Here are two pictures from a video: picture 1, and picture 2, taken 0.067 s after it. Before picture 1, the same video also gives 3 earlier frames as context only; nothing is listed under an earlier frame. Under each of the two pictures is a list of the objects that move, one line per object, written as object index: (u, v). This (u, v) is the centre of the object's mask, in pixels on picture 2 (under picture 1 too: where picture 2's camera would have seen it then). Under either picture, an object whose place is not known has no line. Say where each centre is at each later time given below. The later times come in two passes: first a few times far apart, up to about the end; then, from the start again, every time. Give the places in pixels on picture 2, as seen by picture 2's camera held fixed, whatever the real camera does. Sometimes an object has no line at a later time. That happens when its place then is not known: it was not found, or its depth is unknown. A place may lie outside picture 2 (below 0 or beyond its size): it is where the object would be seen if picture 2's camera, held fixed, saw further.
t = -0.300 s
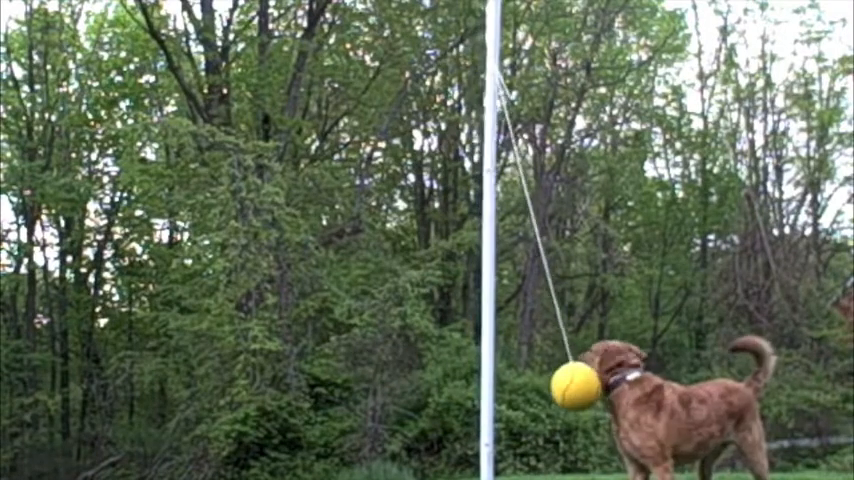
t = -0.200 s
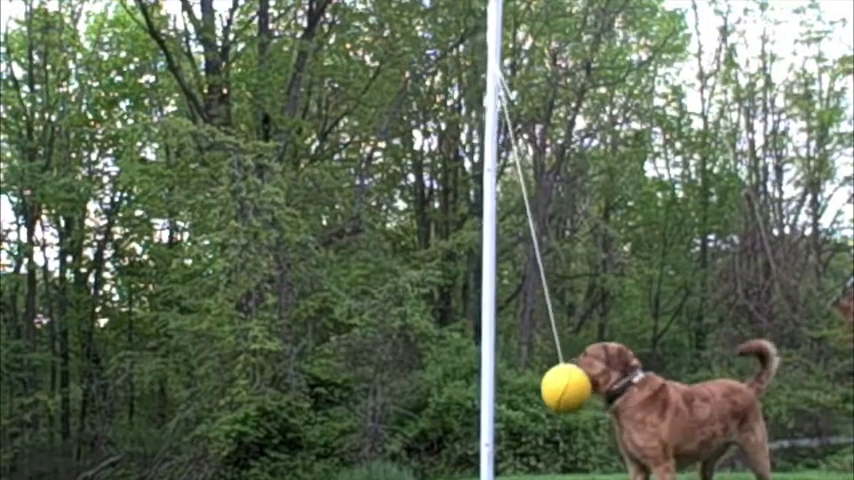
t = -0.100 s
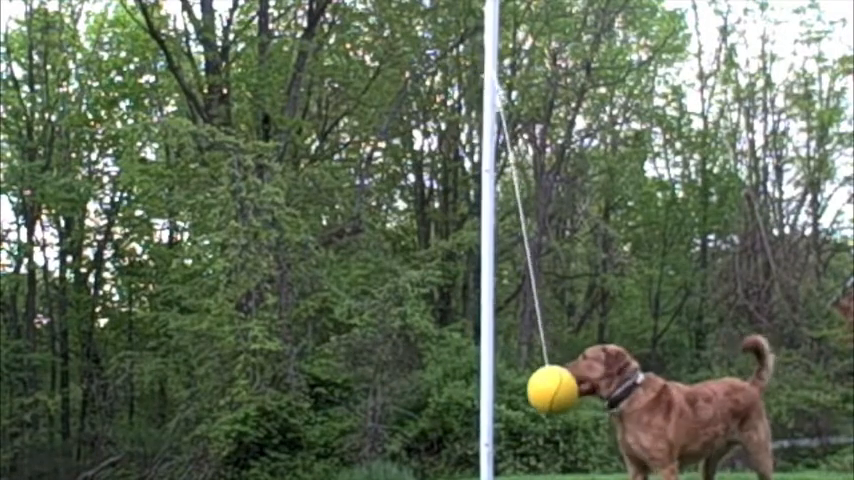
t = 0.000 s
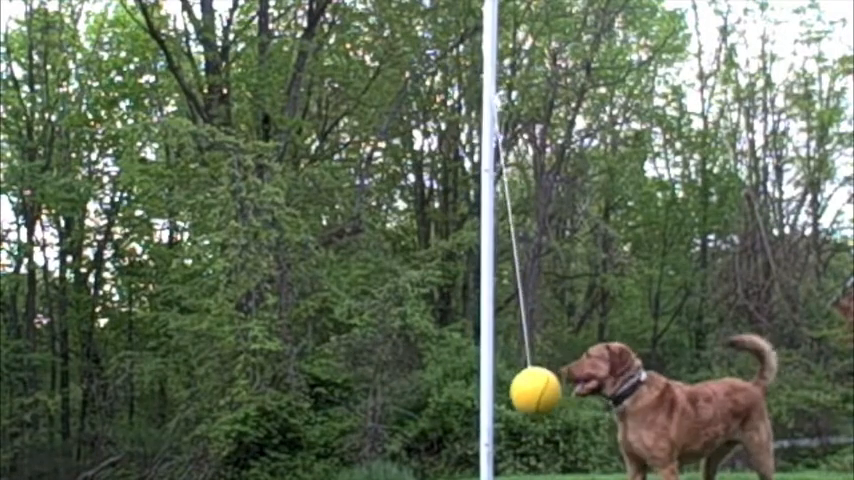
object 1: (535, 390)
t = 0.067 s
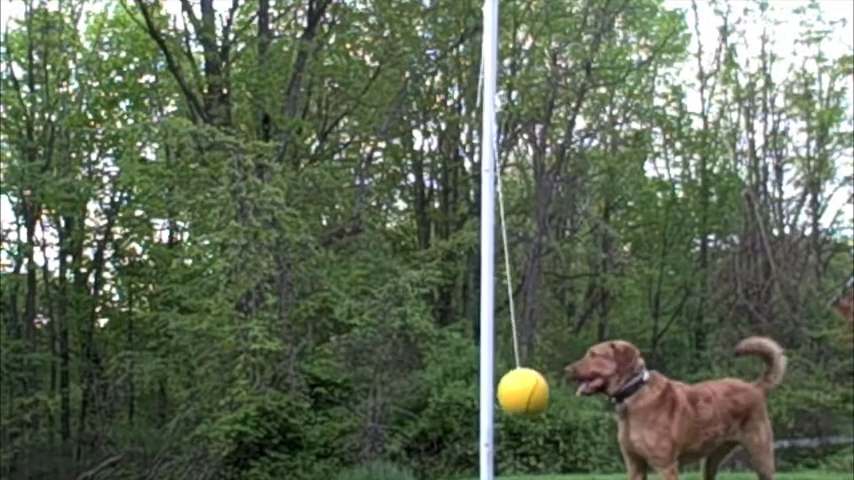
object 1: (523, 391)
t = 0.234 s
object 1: (489, 395)
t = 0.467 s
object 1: (449, 394)
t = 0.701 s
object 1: (429, 393)
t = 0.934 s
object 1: (435, 395)
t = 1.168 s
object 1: (459, 398)
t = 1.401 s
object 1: (465, 396)
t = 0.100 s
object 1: (517, 391)
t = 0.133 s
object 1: (510, 392)
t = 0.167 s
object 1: (503, 393)
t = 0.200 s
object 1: (497, 394)
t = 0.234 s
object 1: (489, 395)
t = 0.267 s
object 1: (482, 394)
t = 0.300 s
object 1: (476, 394)
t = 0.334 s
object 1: (470, 394)
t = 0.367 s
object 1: (465, 393)
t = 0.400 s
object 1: (458, 394)
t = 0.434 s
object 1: (454, 394)
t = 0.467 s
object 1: (449, 394)
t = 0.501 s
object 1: (445, 393)
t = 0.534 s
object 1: (441, 393)
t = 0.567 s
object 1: (438, 393)
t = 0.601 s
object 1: (434, 393)
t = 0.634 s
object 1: (433, 393)
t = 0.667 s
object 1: (431, 393)
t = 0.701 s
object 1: (429, 393)
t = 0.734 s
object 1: (428, 393)
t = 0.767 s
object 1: (428, 393)
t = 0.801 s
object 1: (428, 393)
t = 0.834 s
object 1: (429, 393)
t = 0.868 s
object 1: (430, 394)
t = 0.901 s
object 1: (433, 394)
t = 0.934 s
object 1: (435, 395)
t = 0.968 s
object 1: (438, 395)
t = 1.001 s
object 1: (441, 397)
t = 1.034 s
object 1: (445, 397)
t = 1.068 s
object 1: (449, 398)
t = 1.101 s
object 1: (454, 397)
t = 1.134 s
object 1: (458, 398)
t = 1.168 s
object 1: (459, 398)
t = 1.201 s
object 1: (459, 399)
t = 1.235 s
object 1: (460, 402)
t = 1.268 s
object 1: (461, 399)
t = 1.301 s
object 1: (462, 399)
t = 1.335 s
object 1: (463, 397)
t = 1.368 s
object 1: (464, 398)
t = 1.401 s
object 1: (465, 396)
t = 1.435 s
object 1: (468, 399)
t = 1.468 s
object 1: (475, 395)
